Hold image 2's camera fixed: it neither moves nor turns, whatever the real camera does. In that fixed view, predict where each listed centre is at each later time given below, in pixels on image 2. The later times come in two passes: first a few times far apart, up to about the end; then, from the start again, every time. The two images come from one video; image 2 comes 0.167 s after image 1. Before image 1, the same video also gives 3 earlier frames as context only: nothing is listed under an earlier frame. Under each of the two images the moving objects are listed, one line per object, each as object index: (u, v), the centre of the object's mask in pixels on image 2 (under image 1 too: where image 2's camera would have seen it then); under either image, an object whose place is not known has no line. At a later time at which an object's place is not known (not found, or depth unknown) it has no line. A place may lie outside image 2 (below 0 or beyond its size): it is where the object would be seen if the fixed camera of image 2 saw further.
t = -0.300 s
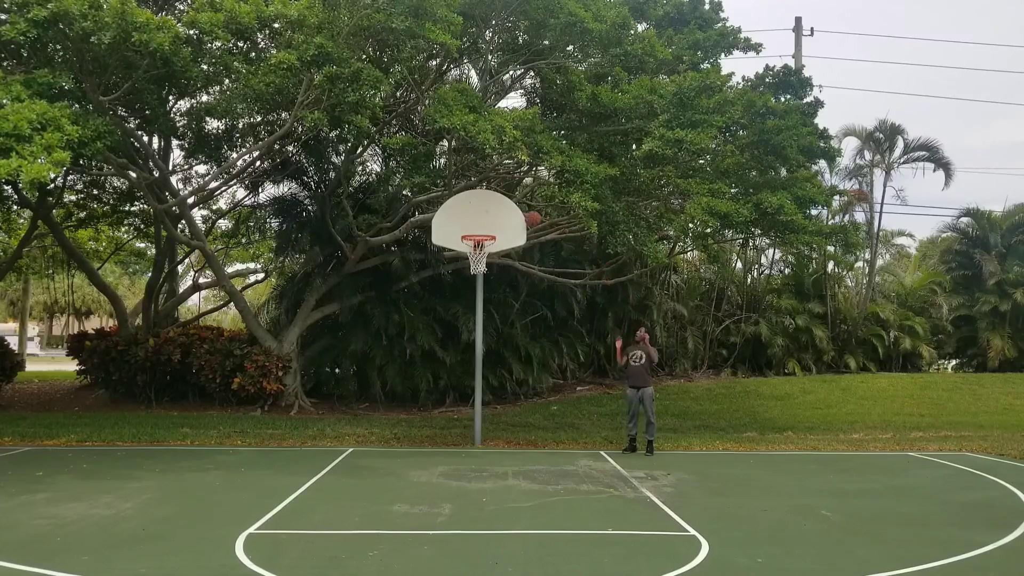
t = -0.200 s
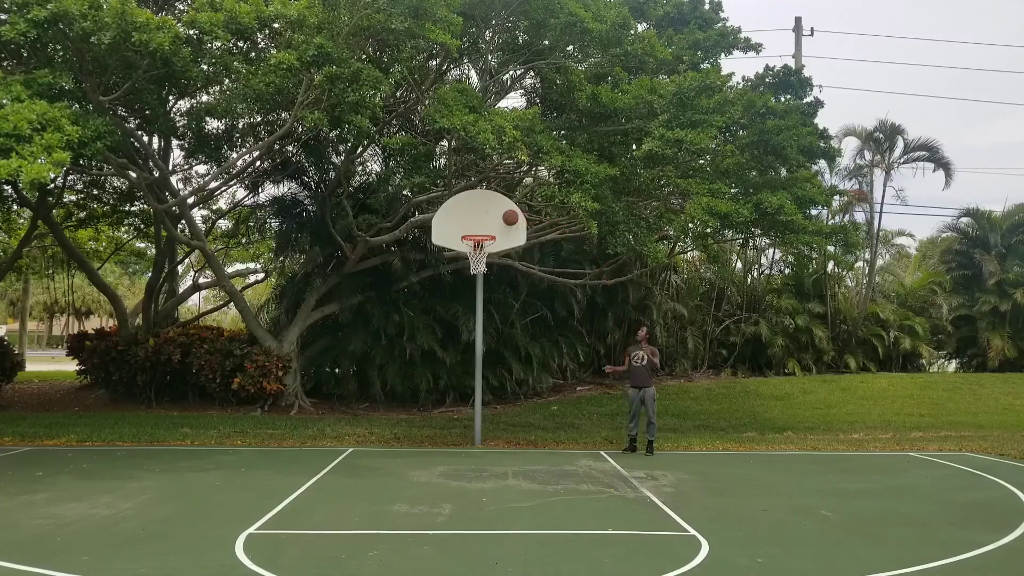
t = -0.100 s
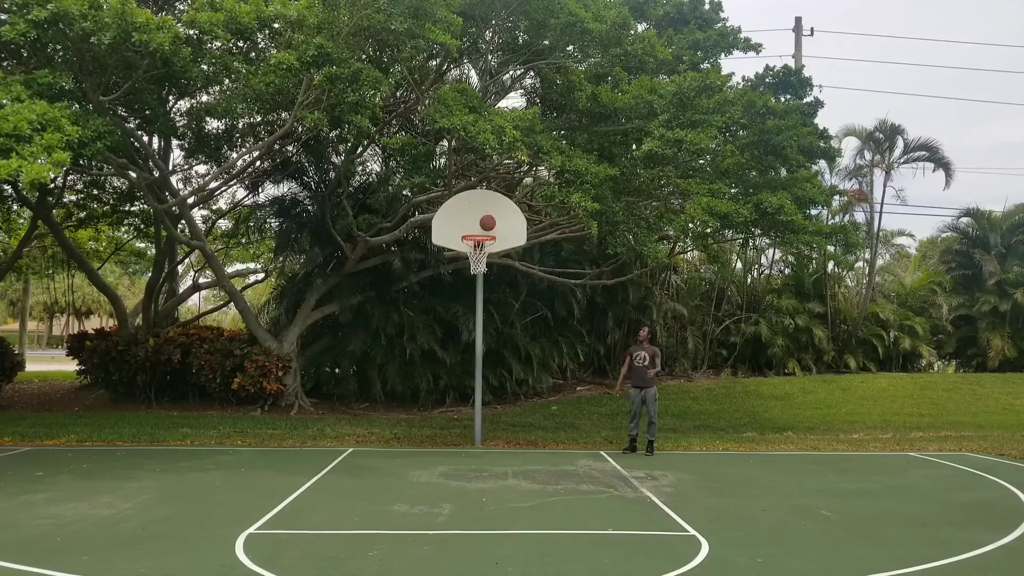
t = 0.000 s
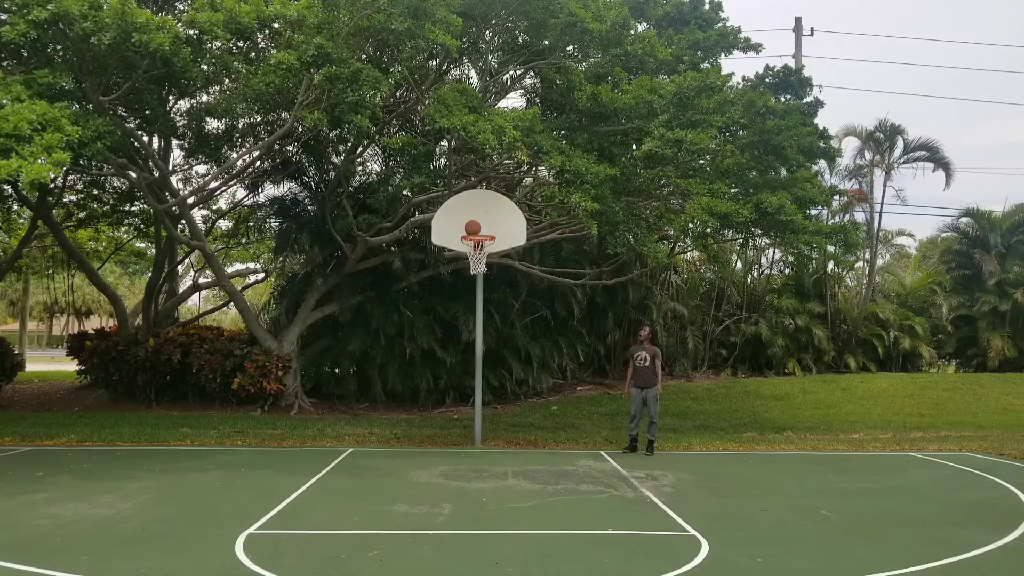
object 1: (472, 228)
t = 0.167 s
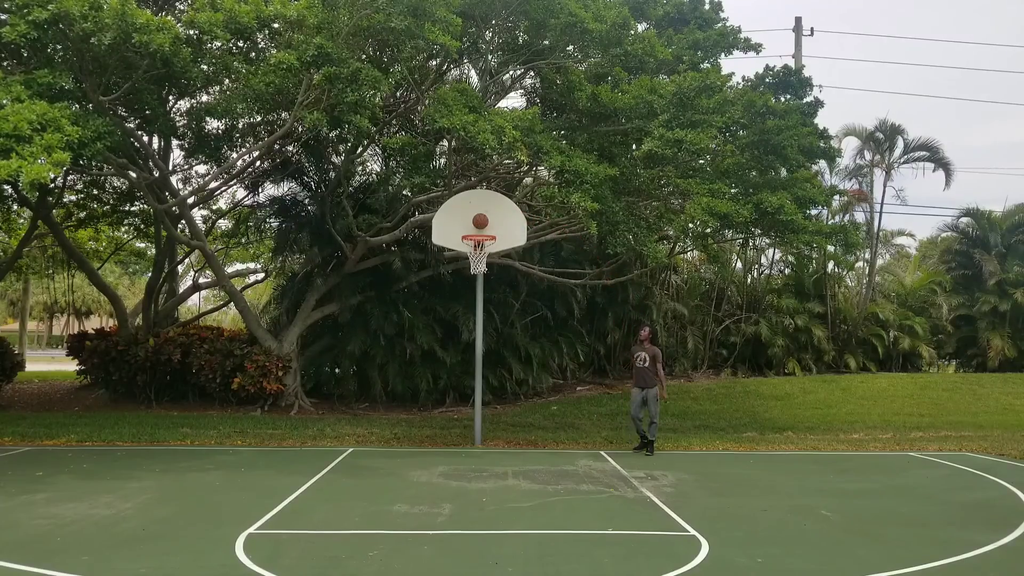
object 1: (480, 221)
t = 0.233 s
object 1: (483, 220)
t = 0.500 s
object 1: (489, 216)
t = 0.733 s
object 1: (487, 220)
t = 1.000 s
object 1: (486, 273)
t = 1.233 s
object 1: (483, 366)
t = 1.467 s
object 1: (481, 431)
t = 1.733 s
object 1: (483, 347)
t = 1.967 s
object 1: (486, 316)
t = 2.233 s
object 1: (487, 339)
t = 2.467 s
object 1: (488, 409)
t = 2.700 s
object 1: (491, 436)
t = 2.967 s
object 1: (496, 382)
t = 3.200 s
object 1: (500, 382)
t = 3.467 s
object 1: (504, 442)
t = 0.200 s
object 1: (482, 220)
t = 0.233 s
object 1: (483, 220)
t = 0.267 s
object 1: (485, 221)
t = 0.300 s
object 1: (486, 222)
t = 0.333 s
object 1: (488, 225)
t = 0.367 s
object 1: (490, 227)
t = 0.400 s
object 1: (490, 225)
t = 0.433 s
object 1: (490, 222)
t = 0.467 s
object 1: (490, 218)
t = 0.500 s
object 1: (489, 216)
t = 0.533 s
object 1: (489, 214)
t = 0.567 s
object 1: (489, 213)
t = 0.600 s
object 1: (489, 213)
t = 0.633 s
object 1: (488, 214)
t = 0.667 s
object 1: (488, 215)
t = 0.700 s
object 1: (488, 217)
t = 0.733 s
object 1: (487, 220)
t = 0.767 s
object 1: (487, 224)
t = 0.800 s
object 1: (487, 228)
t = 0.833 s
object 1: (487, 234)
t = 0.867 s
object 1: (486, 240)
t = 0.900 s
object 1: (486, 247)
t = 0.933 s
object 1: (486, 255)
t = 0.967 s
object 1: (486, 264)
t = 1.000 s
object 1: (486, 273)
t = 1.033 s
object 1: (485, 284)
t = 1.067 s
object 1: (485, 295)
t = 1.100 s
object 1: (485, 307)
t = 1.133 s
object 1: (485, 321)
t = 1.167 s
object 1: (484, 335)
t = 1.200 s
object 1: (484, 350)
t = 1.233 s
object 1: (483, 366)
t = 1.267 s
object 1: (482, 383)
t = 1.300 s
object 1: (482, 401)
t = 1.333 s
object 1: (482, 420)
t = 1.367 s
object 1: (481, 441)
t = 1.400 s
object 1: (480, 460)
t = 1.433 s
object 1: (481, 445)
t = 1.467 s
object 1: (481, 431)
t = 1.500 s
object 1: (481, 418)
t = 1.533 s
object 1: (482, 405)
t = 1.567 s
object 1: (482, 393)
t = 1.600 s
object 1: (482, 383)
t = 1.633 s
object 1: (483, 373)
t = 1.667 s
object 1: (483, 363)
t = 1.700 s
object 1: (483, 355)
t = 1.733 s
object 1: (483, 347)
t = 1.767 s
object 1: (484, 340)
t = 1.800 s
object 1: (484, 334)
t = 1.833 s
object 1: (484, 329)
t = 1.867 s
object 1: (485, 324)
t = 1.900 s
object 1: (485, 321)
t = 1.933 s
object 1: (485, 318)
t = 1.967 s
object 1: (486, 316)
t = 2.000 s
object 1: (486, 315)
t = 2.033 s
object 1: (486, 315)
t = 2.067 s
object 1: (486, 316)
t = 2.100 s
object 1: (486, 317)
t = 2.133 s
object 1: (486, 320)
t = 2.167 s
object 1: (487, 327)
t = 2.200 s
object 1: (487, 332)
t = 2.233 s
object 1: (487, 339)
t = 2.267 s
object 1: (487, 346)
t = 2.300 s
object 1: (487, 354)
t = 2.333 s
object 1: (488, 363)
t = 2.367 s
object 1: (488, 373)
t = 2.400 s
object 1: (488, 383)
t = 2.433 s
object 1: (489, 395)
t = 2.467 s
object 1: (488, 409)
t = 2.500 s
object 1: (489, 422)
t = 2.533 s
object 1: (489, 439)
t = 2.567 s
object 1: (489, 455)
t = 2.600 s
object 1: (489, 471)
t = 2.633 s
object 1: (490, 458)
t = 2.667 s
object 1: (491, 446)
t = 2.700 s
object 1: (491, 436)
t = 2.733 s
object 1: (492, 425)
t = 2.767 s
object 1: (493, 417)
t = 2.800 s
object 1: (493, 408)
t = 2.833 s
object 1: (494, 401)
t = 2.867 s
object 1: (494, 395)
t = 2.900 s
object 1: (495, 390)
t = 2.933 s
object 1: (496, 385)
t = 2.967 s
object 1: (496, 382)
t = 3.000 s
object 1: (497, 379)
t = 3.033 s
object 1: (497, 377)
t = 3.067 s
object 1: (498, 376)
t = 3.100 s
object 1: (498, 376)
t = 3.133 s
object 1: (499, 377)
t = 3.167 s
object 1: (499, 379)
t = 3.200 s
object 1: (500, 382)
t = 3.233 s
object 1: (500, 386)
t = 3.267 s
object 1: (501, 391)
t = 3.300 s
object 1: (501, 396)
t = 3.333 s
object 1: (501, 403)
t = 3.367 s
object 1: (502, 411)
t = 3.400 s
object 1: (503, 420)
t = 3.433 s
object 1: (504, 430)
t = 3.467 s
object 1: (504, 442)
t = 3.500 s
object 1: (504, 454)
